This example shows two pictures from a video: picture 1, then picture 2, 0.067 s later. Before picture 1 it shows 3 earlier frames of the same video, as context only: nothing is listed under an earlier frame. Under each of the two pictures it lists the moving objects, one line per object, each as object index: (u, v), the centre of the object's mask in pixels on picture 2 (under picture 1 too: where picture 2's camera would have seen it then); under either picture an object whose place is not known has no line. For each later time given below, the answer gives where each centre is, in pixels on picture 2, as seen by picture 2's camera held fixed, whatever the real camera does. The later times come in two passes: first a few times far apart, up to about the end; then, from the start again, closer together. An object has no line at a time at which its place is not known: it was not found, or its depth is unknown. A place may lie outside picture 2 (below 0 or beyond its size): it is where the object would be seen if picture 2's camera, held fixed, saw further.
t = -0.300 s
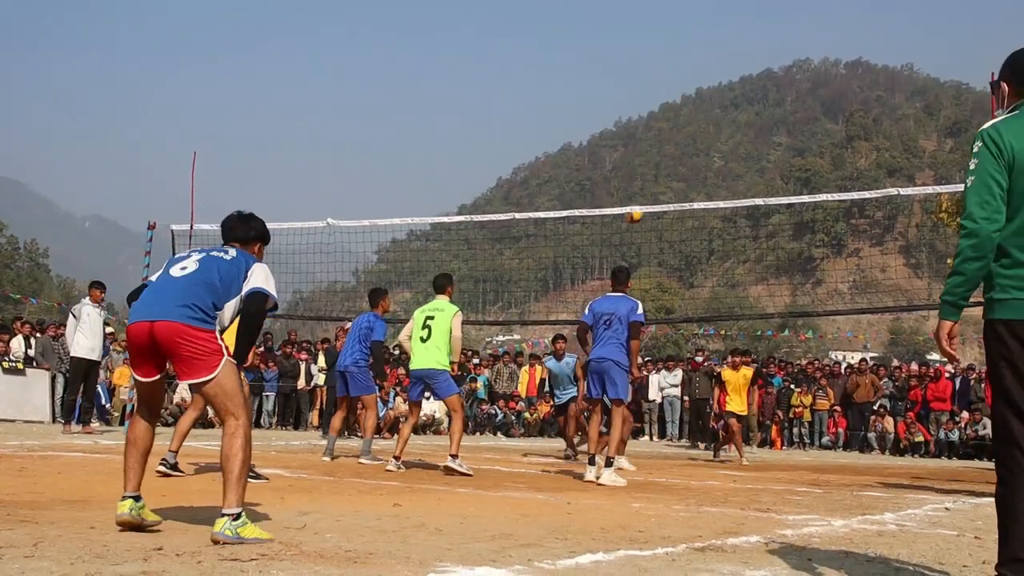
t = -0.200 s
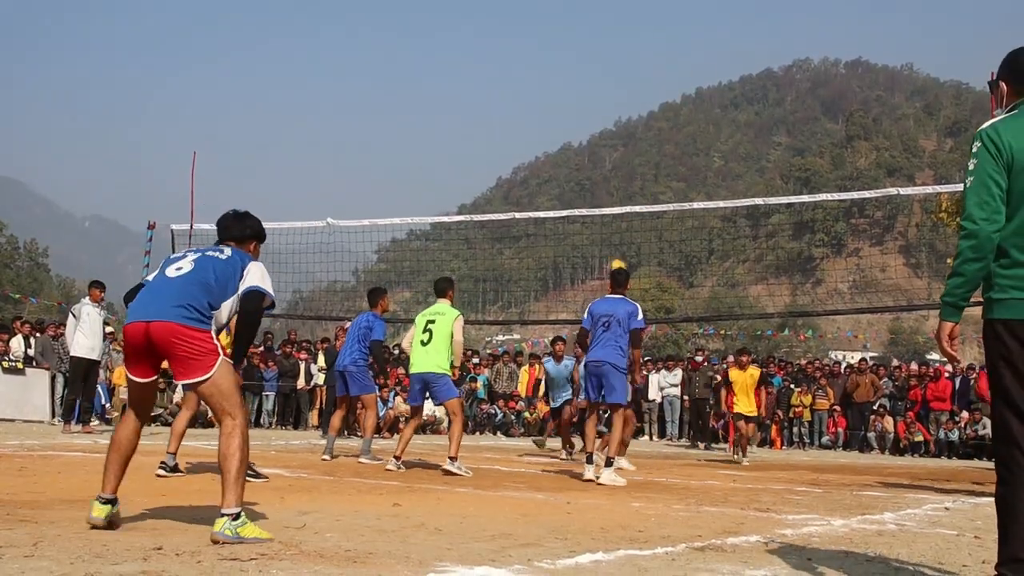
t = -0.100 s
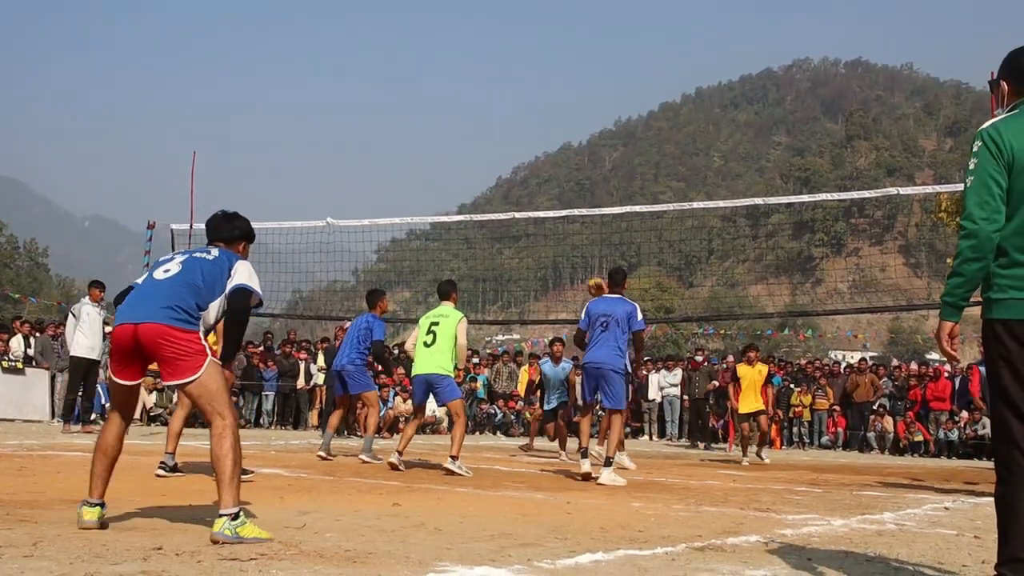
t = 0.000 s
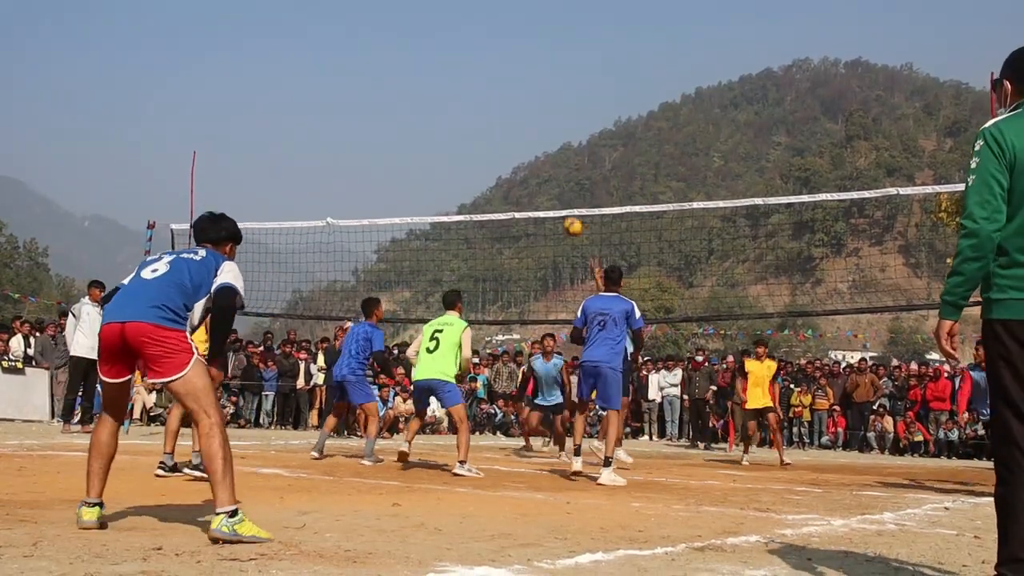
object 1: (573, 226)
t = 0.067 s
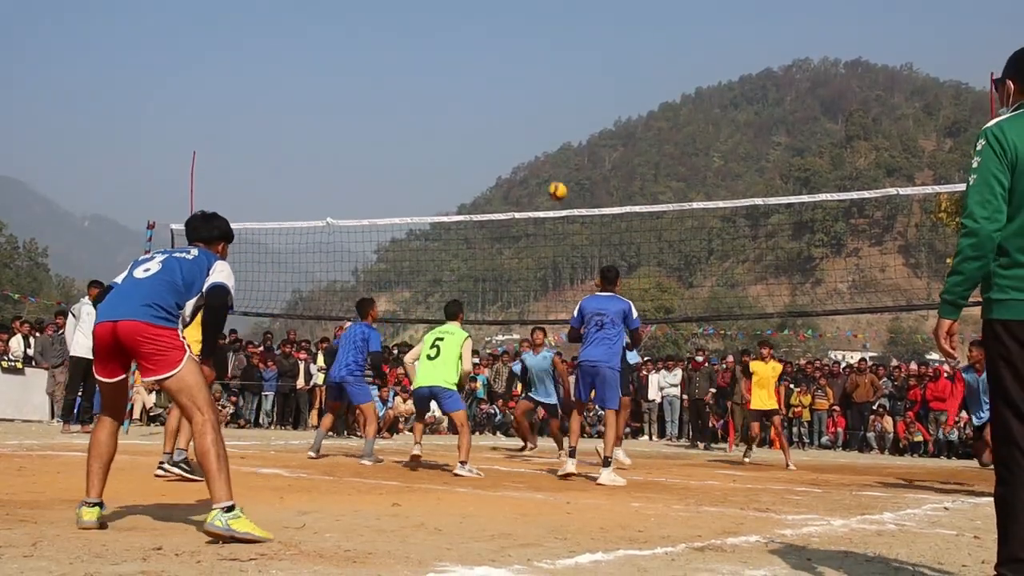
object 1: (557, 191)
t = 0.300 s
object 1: (505, 103)
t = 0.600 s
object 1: (441, 67)
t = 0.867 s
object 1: (386, 99)
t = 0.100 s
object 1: (550, 175)
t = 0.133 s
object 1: (543, 160)
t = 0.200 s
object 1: (528, 134)
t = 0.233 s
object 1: (520, 123)
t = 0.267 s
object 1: (513, 112)
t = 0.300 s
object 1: (505, 103)
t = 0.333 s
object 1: (498, 95)
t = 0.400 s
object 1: (483, 82)
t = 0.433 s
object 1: (476, 77)
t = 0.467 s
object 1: (469, 73)
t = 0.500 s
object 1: (462, 70)
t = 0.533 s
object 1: (455, 68)
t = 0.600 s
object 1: (441, 67)
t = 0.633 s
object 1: (434, 68)
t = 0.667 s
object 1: (427, 69)
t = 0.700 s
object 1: (420, 72)
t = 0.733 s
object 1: (413, 75)
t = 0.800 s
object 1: (400, 85)
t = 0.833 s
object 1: (393, 92)
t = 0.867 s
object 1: (386, 99)
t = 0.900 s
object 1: (379, 106)
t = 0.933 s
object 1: (372, 115)
